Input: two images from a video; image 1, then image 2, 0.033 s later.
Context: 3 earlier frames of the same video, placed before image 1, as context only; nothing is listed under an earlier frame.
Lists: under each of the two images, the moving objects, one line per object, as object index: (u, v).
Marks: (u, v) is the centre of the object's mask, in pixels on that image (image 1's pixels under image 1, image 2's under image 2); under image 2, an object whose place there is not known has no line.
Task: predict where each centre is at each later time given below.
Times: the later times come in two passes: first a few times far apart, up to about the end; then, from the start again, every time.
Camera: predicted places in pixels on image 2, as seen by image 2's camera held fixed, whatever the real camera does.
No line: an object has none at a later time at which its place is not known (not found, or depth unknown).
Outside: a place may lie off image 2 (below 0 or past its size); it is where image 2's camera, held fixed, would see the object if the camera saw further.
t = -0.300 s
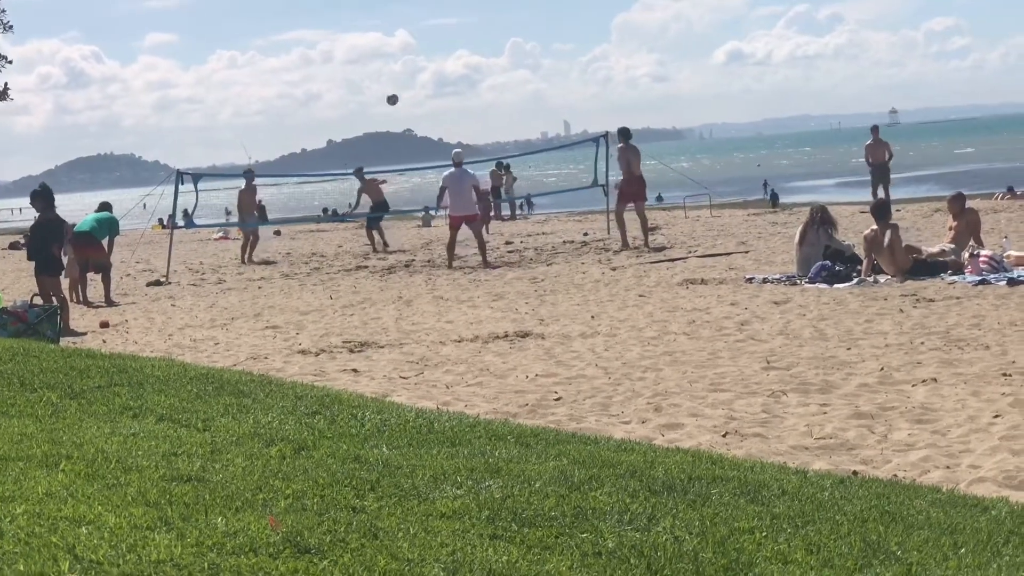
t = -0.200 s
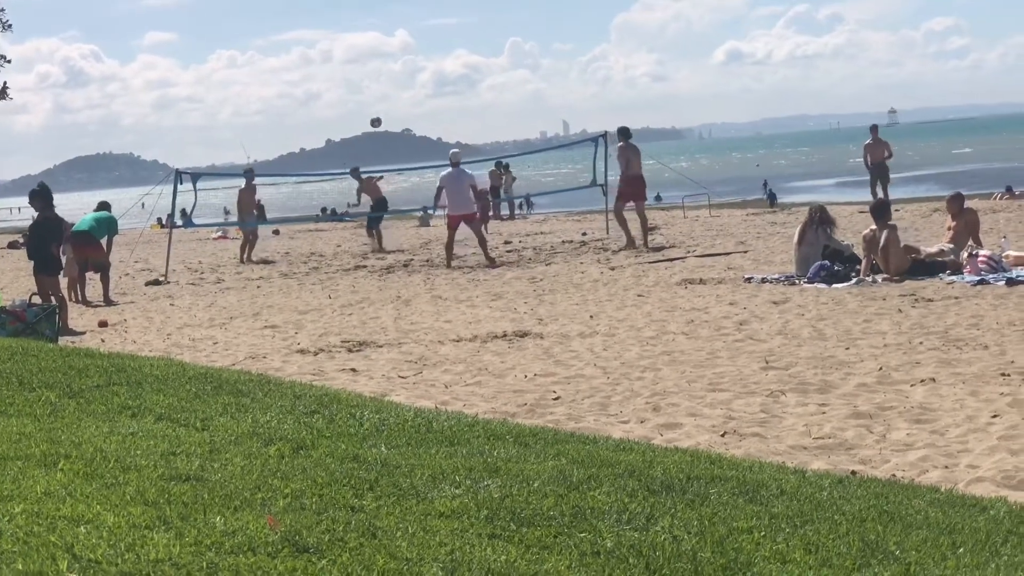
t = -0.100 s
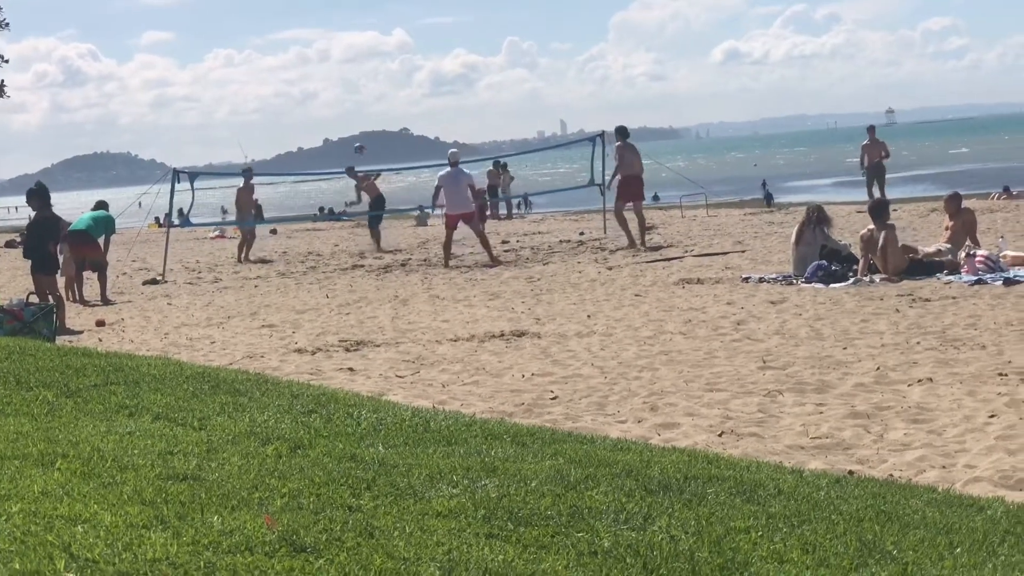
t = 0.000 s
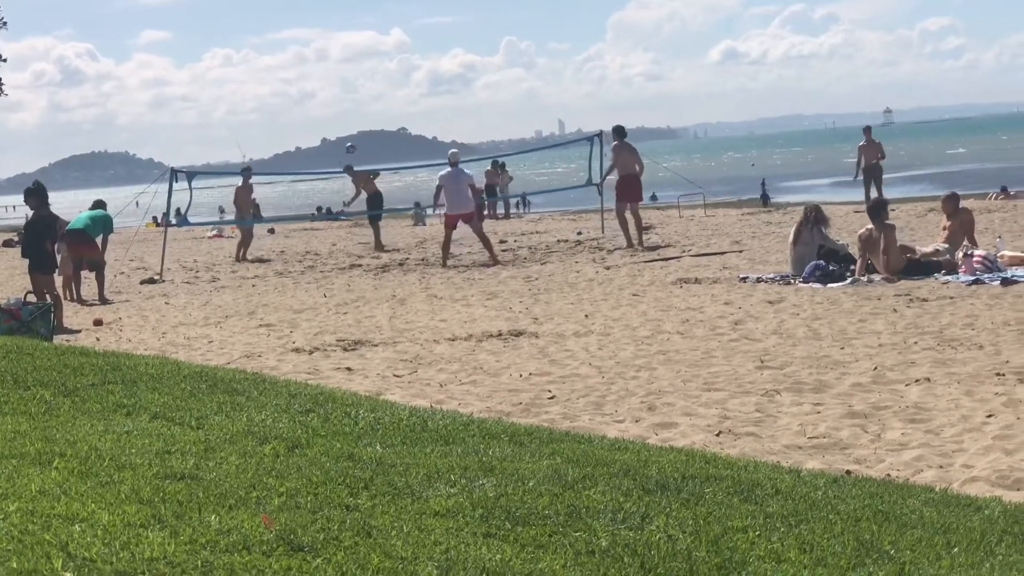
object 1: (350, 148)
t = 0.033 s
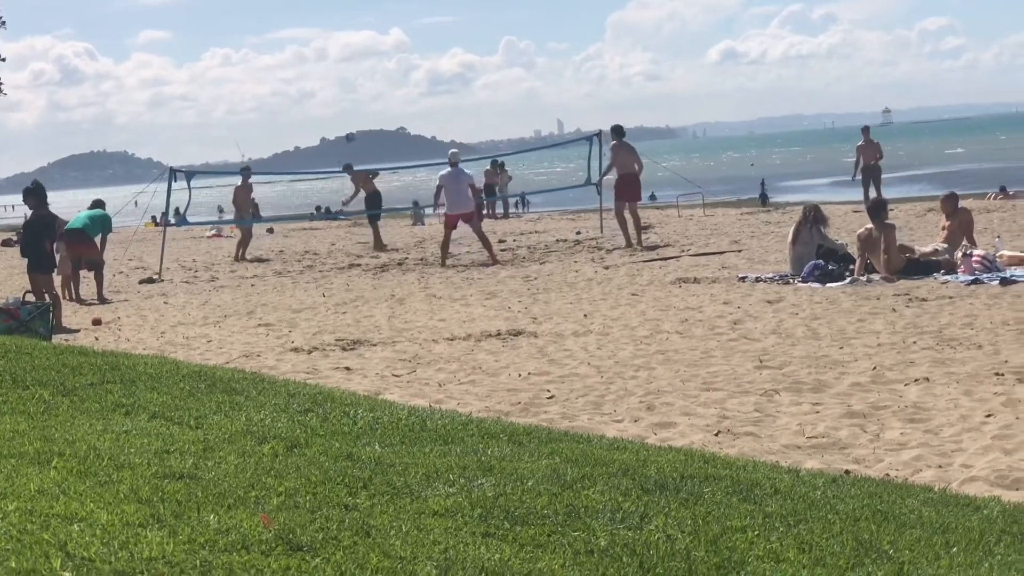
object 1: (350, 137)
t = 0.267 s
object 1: (354, 72)
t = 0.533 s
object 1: (362, 30)
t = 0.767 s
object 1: (373, 26)
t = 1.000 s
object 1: (387, 54)
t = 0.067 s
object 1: (350, 126)
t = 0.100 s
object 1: (351, 116)
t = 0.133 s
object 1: (351, 106)
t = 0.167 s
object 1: (352, 97)
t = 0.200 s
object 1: (353, 88)
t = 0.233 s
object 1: (353, 80)
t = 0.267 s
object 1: (354, 72)
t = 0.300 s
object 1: (355, 65)
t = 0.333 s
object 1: (356, 58)
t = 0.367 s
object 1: (357, 52)
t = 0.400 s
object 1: (358, 46)
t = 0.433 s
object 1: (358, 41)
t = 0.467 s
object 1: (360, 37)
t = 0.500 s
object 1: (361, 33)
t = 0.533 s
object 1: (362, 30)
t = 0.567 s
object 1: (363, 28)
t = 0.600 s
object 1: (365, 26)
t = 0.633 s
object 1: (366, 24)
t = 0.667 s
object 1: (368, 24)
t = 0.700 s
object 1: (369, 23)
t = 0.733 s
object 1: (371, 24)
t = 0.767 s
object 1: (373, 26)
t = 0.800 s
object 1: (374, 27)
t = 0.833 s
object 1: (376, 30)
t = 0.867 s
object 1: (378, 33)
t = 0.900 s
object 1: (380, 38)
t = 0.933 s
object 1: (382, 43)
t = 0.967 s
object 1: (385, 48)
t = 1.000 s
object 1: (387, 54)
